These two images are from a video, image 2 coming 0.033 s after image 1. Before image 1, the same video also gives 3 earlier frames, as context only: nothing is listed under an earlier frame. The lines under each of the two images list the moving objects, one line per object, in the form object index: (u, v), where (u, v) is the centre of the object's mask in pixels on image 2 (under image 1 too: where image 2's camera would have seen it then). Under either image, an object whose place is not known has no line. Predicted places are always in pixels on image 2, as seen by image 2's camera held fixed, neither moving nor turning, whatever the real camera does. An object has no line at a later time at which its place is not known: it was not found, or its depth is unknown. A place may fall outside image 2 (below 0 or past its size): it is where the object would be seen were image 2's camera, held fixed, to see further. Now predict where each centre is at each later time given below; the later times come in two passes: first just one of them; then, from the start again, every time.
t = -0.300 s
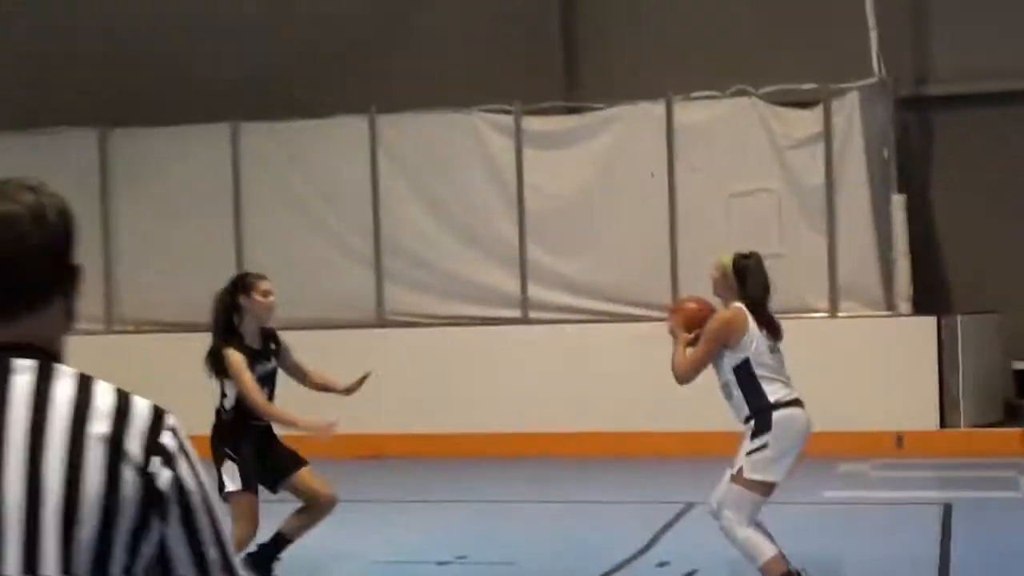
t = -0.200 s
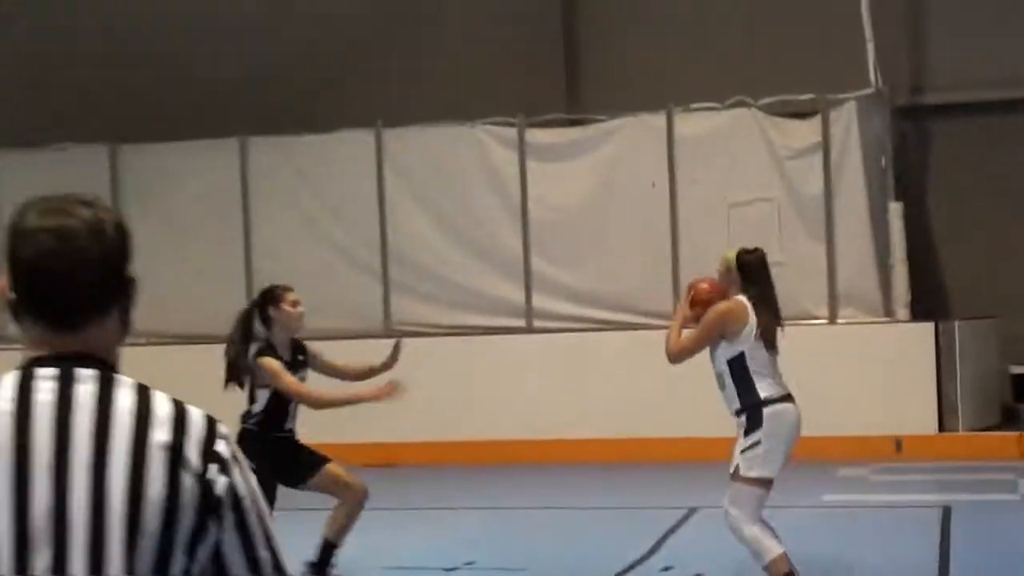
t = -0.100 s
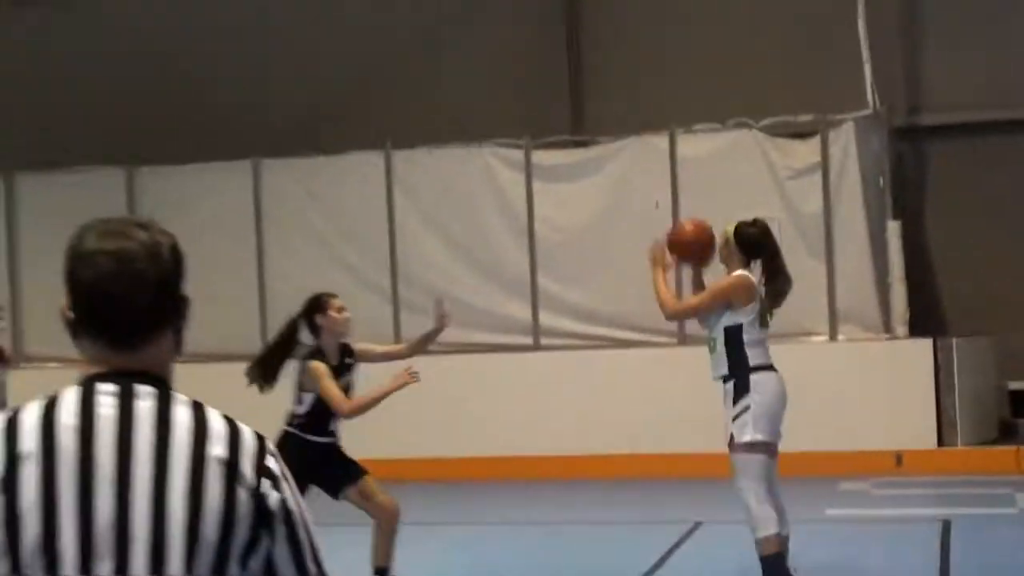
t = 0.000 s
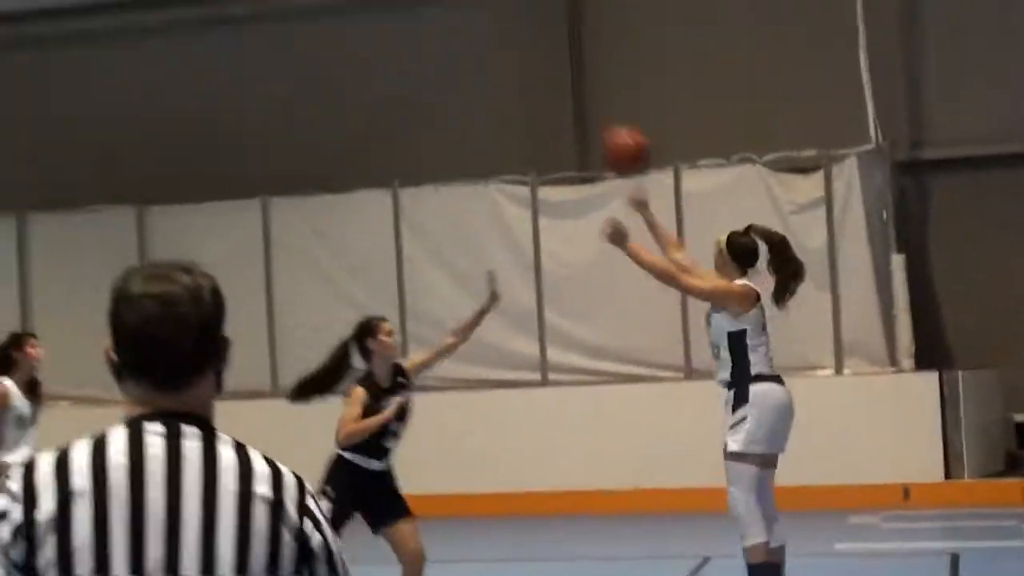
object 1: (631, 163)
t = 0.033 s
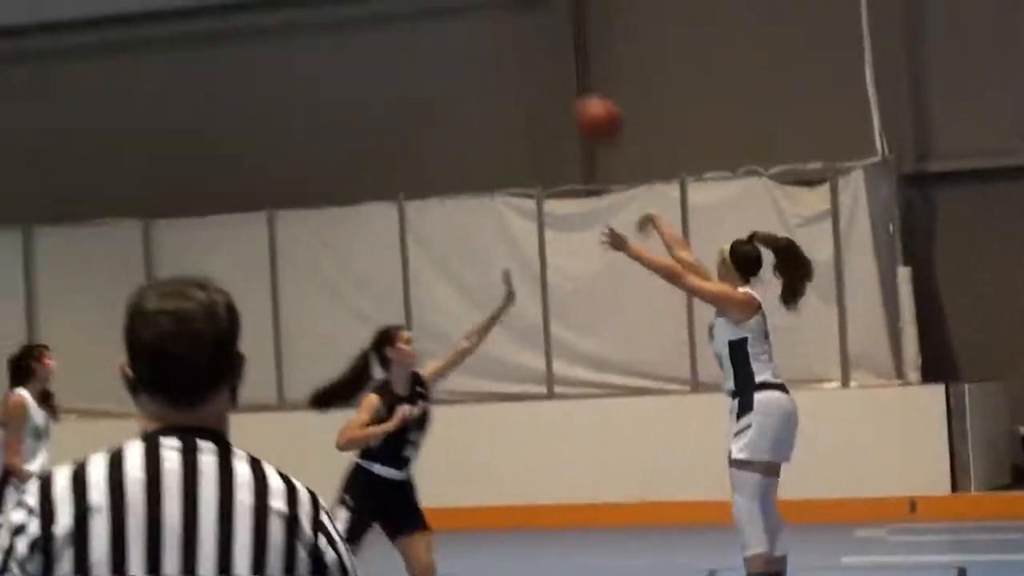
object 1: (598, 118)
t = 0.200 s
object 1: (433, -52)
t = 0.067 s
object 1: (561, 78)
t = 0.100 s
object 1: (528, 41)
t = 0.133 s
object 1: (497, 7)
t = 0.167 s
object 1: (464, -24)
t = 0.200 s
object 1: (433, -52)
